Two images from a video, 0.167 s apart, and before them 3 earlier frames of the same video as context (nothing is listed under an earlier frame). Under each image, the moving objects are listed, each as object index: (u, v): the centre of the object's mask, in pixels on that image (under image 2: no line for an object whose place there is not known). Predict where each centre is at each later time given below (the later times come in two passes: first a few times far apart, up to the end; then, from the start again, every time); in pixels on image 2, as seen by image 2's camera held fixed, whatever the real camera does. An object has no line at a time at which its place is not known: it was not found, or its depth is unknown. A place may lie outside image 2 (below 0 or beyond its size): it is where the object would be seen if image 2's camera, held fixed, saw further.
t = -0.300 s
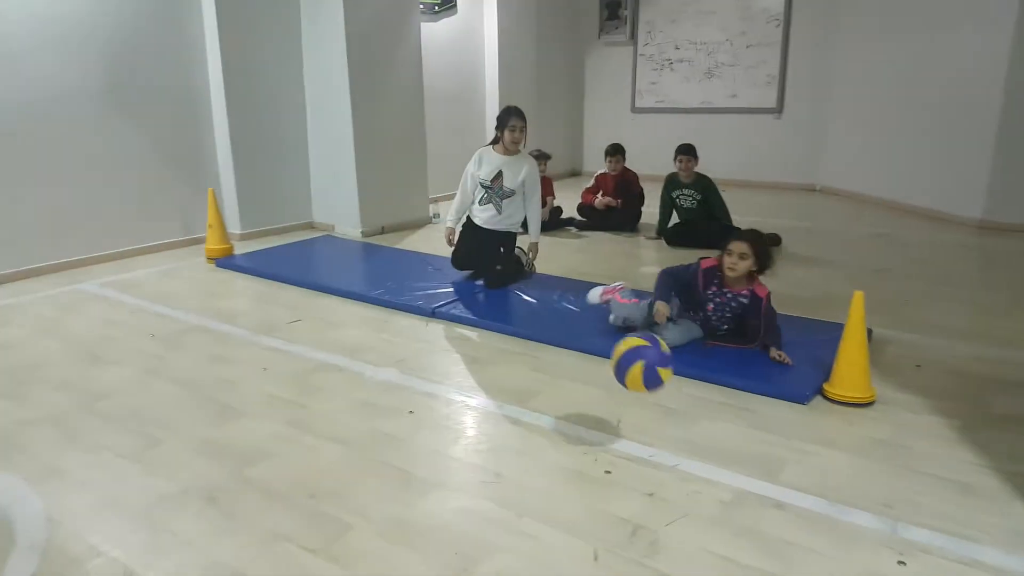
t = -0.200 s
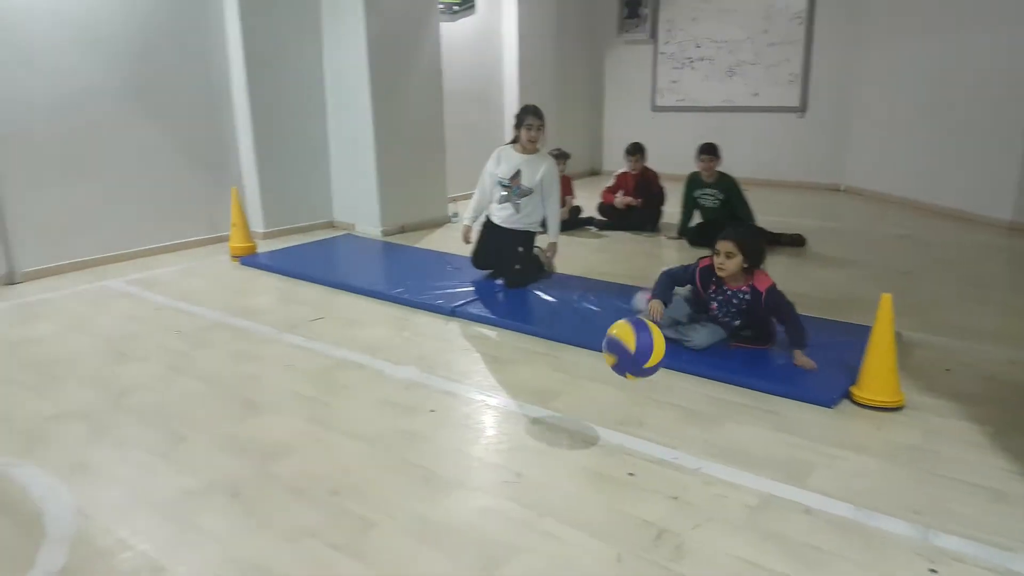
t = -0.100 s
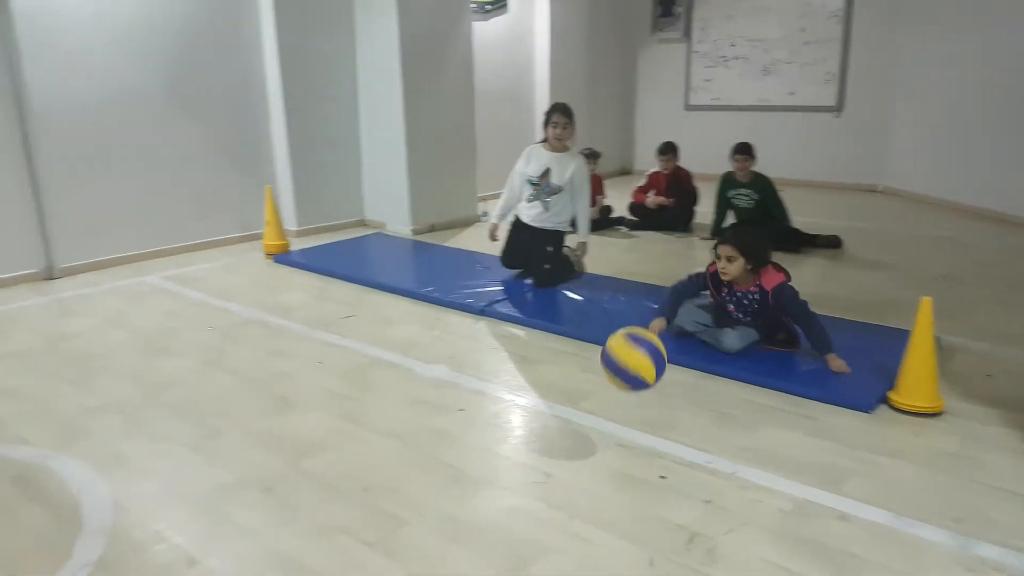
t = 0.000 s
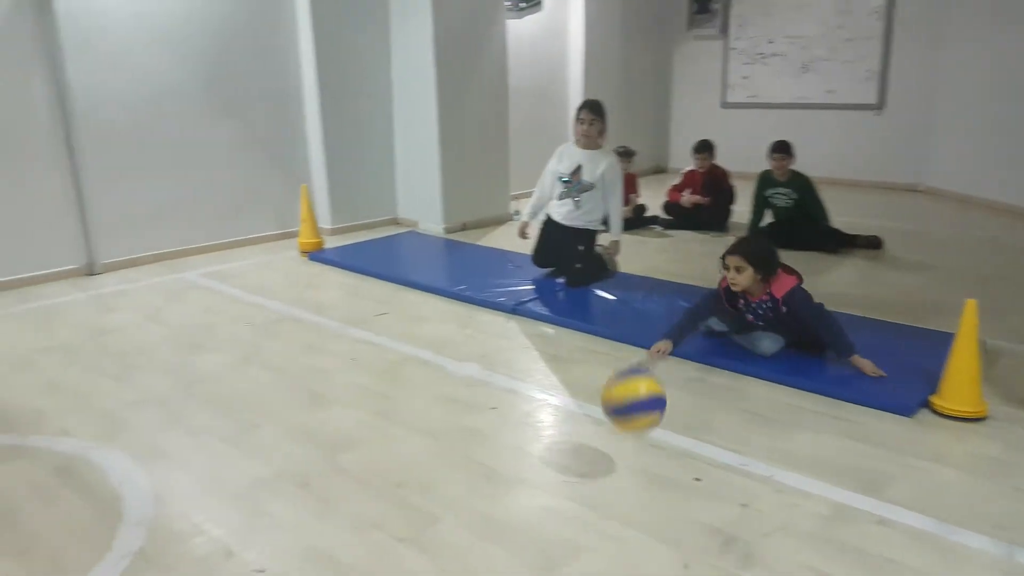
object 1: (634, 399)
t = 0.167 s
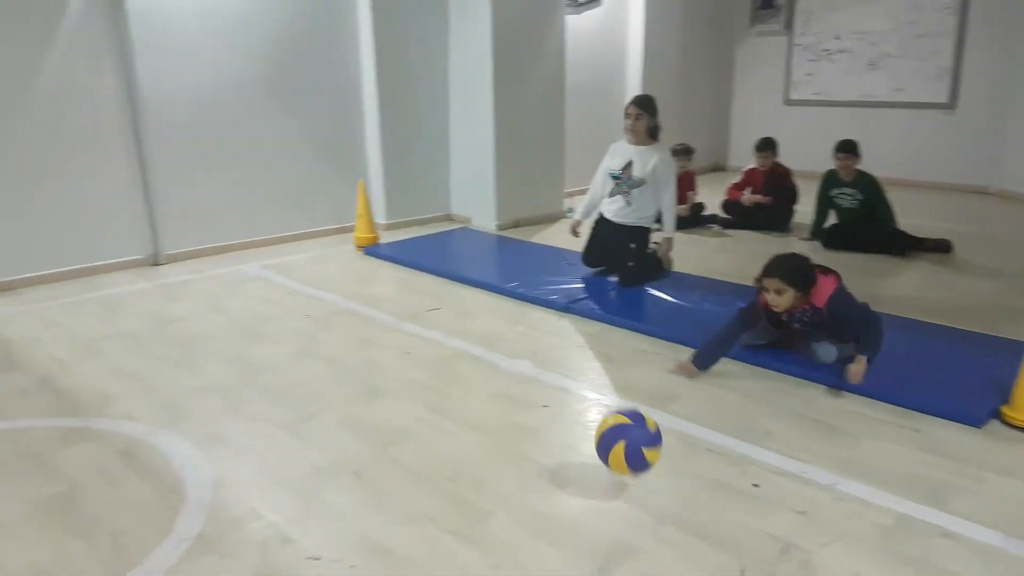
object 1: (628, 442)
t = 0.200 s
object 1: (616, 432)
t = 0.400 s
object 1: (542, 439)
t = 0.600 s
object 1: (463, 472)
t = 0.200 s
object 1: (616, 432)
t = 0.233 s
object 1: (605, 425)
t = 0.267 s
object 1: (592, 421)
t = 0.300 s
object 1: (580, 421)
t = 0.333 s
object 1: (567, 424)
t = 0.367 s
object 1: (554, 429)
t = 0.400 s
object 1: (542, 439)
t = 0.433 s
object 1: (530, 451)
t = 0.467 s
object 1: (516, 467)
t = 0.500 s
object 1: (503, 489)
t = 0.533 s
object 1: (489, 489)
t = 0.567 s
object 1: (476, 479)
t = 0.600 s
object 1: (463, 472)
